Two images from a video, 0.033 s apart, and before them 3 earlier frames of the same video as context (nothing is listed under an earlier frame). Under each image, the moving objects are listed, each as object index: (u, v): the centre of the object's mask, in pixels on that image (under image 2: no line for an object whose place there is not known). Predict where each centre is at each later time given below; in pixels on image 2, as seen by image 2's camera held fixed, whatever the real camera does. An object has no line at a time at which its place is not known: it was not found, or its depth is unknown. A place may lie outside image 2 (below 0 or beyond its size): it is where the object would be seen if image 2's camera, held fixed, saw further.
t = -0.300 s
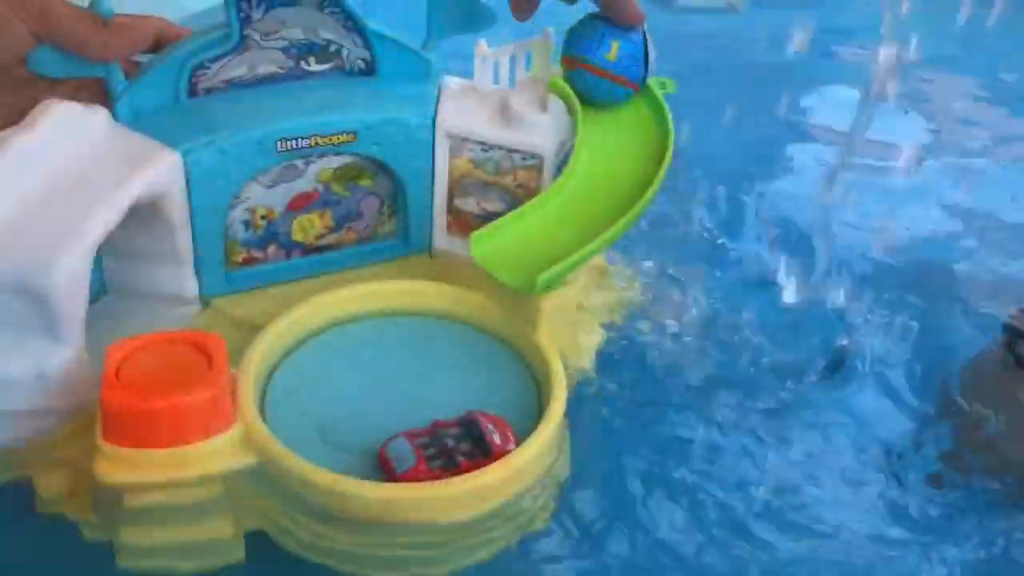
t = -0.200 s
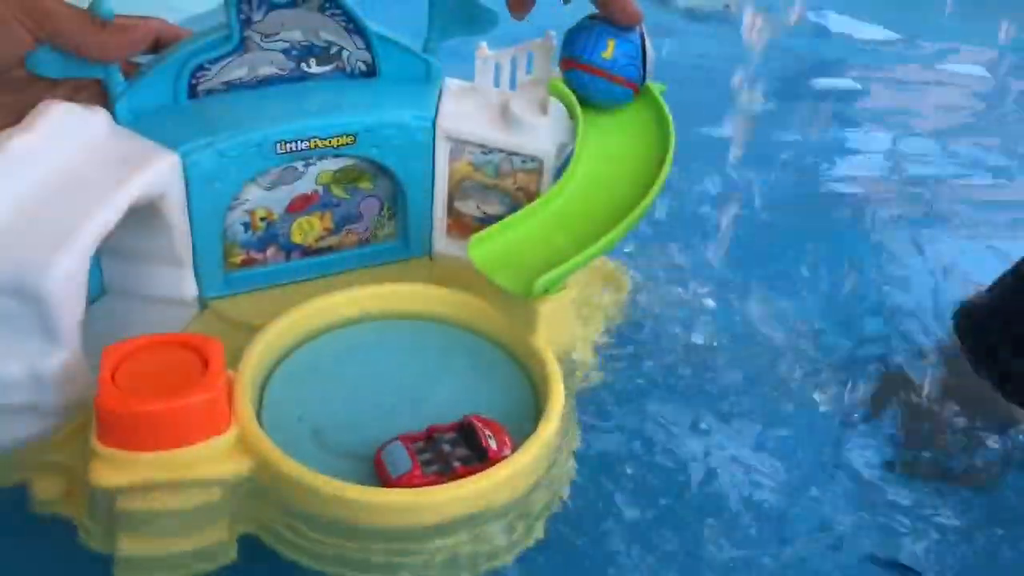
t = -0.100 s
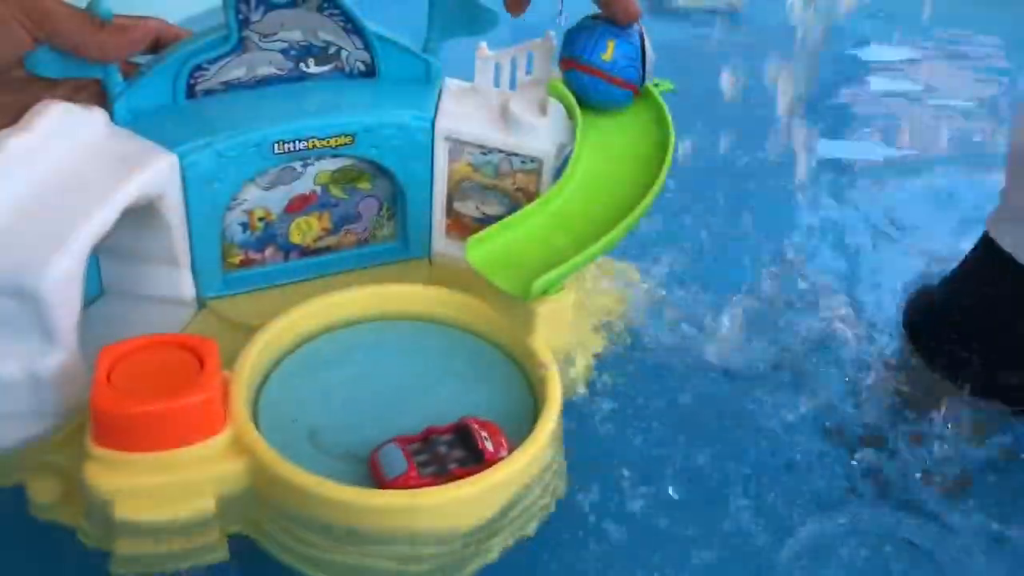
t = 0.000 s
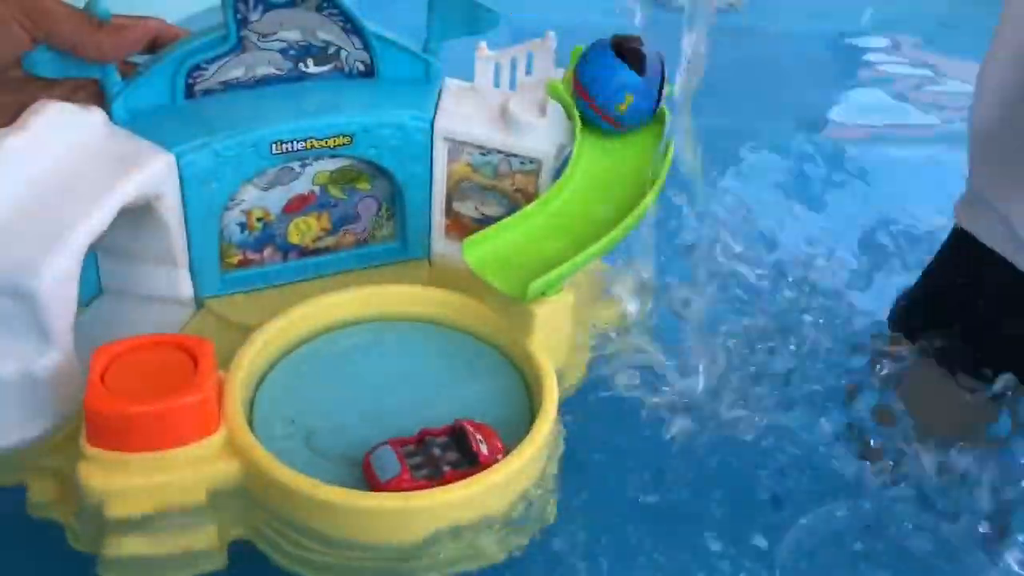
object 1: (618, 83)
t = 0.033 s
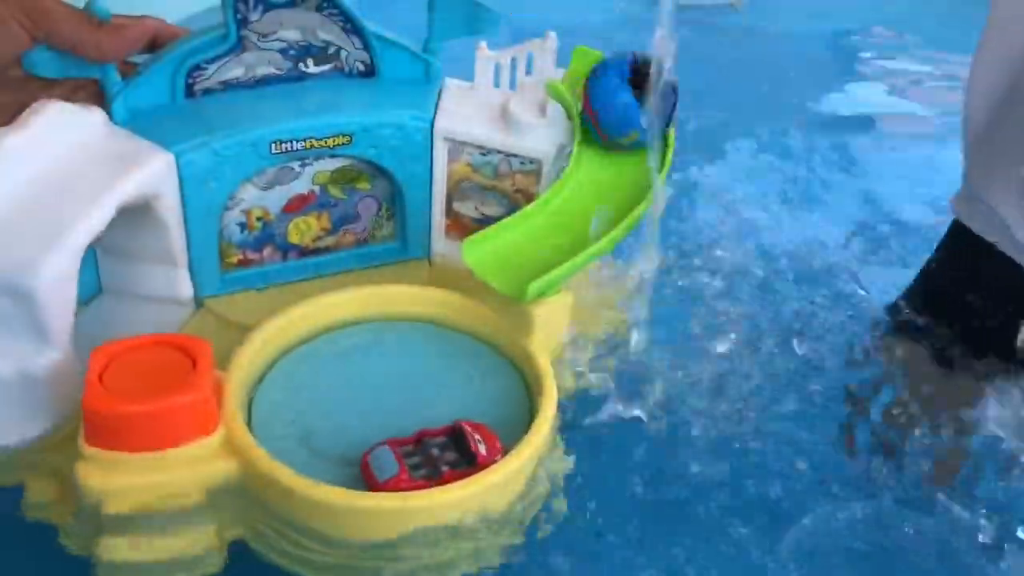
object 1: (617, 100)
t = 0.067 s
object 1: (630, 122)
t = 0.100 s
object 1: (619, 149)
